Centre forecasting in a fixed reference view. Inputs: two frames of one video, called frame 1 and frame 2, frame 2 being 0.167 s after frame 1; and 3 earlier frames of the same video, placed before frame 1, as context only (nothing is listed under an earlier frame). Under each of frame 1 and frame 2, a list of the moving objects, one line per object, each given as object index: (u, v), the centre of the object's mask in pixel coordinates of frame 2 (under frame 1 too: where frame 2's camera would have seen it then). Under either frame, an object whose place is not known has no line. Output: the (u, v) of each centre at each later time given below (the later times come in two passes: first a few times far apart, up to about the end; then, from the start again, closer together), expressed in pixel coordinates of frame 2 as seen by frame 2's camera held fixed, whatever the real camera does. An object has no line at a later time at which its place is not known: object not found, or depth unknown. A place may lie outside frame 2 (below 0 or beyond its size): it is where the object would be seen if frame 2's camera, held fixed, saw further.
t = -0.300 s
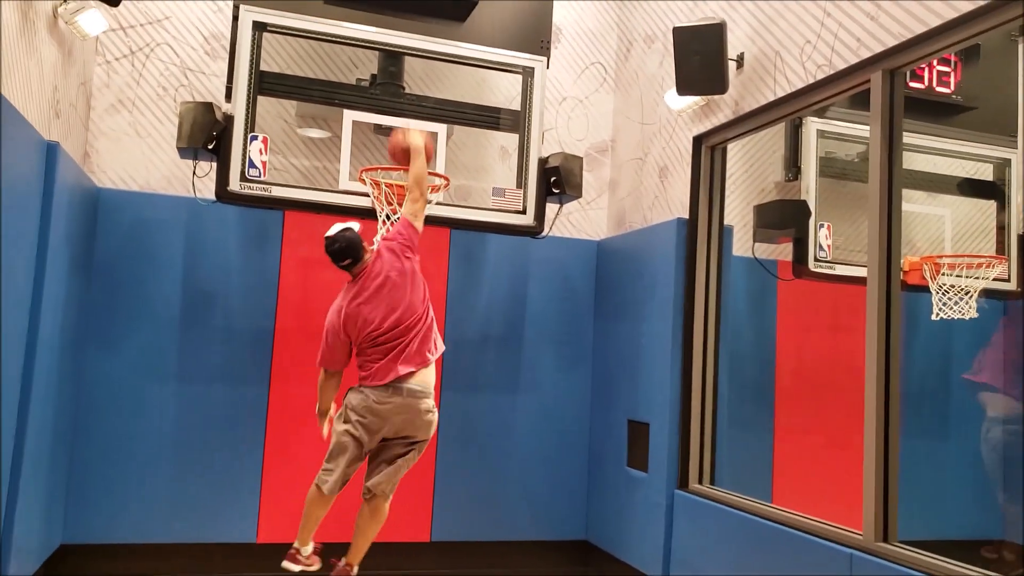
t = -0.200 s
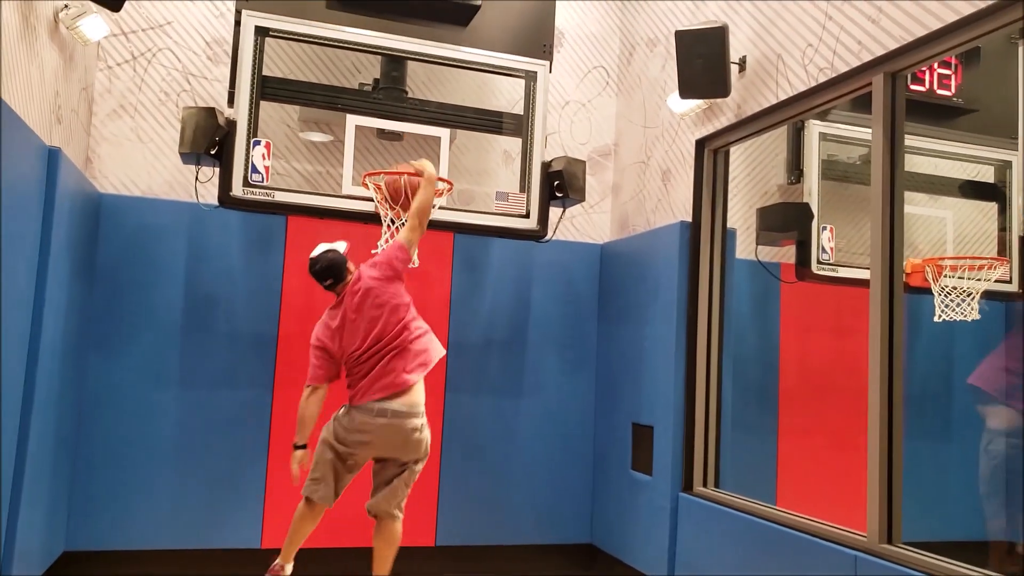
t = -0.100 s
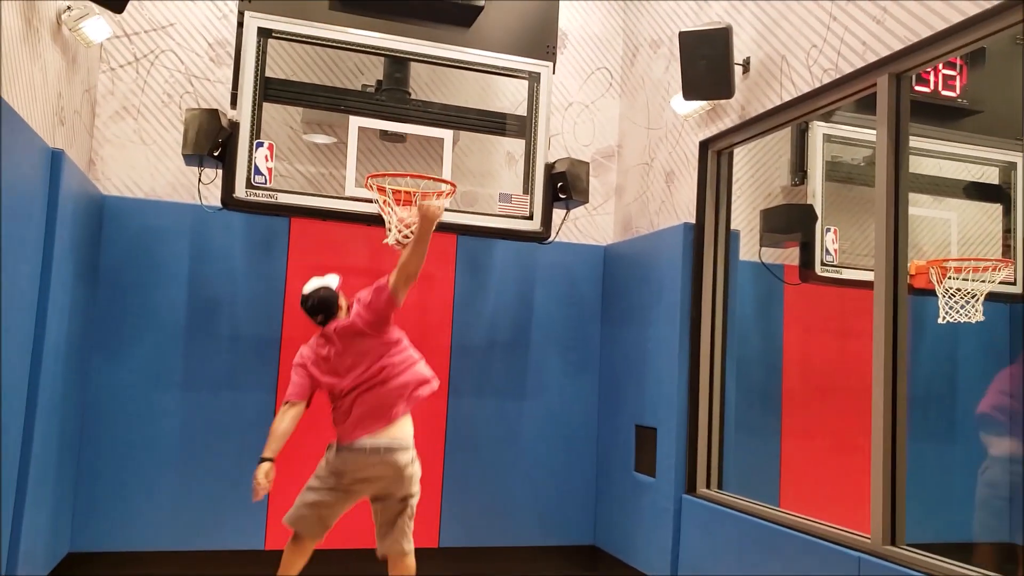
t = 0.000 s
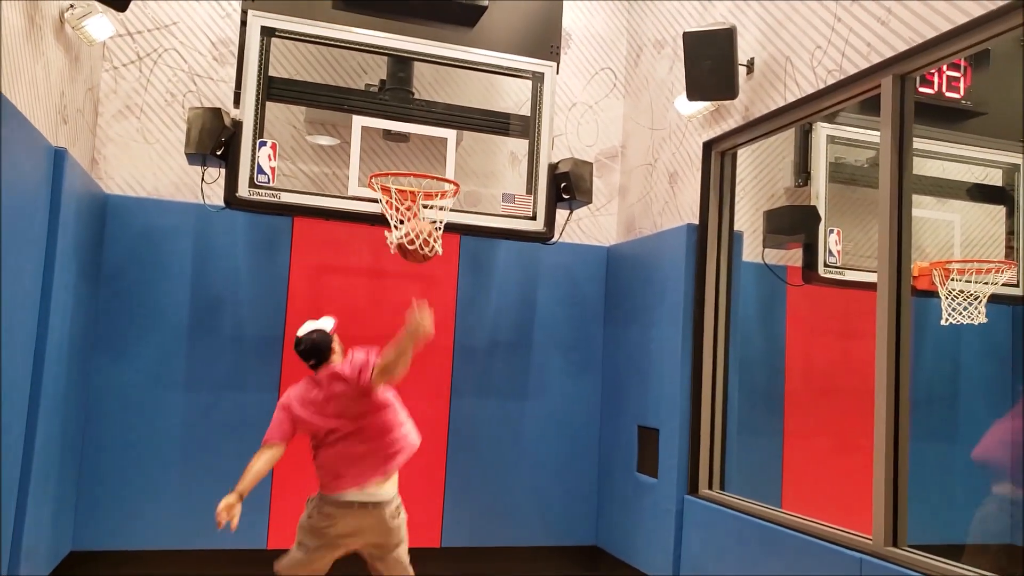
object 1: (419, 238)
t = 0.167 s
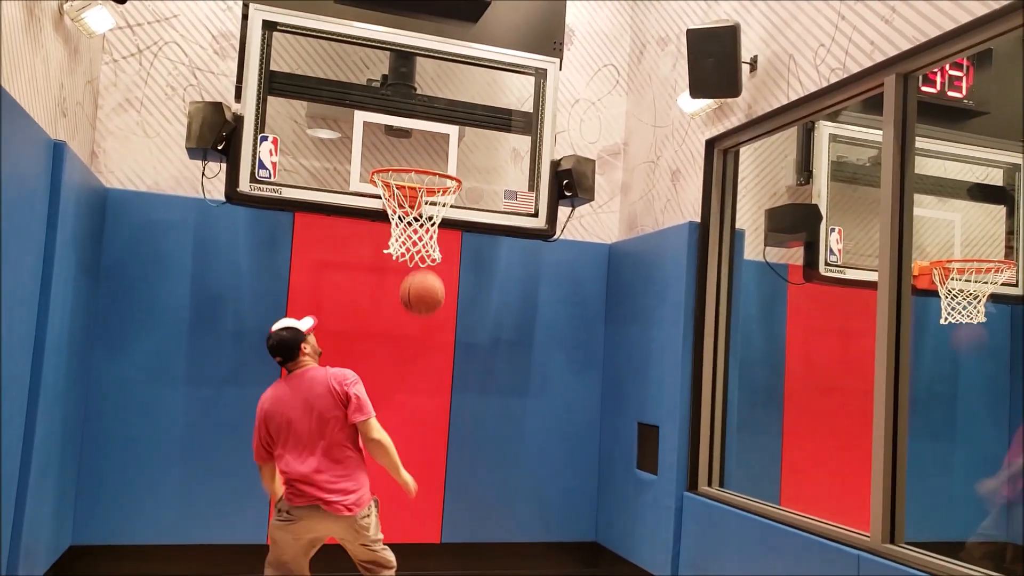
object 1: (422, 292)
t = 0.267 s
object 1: (421, 351)
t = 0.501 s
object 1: (412, 578)
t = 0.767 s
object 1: (419, 490)
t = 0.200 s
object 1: (422, 309)
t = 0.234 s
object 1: (422, 329)
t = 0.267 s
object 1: (421, 351)
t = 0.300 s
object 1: (420, 376)
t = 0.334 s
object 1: (420, 402)
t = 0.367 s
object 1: (419, 433)
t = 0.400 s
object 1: (418, 468)
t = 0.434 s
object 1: (416, 504)
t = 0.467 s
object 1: (415, 549)
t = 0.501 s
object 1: (412, 578)
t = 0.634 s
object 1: (414, 585)
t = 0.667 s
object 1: (415, 563)
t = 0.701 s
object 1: (416, 540)
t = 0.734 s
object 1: (418, 511)
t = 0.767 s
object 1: (419, 490)
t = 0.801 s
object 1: (420, 471)
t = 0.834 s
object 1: (421, 454)
